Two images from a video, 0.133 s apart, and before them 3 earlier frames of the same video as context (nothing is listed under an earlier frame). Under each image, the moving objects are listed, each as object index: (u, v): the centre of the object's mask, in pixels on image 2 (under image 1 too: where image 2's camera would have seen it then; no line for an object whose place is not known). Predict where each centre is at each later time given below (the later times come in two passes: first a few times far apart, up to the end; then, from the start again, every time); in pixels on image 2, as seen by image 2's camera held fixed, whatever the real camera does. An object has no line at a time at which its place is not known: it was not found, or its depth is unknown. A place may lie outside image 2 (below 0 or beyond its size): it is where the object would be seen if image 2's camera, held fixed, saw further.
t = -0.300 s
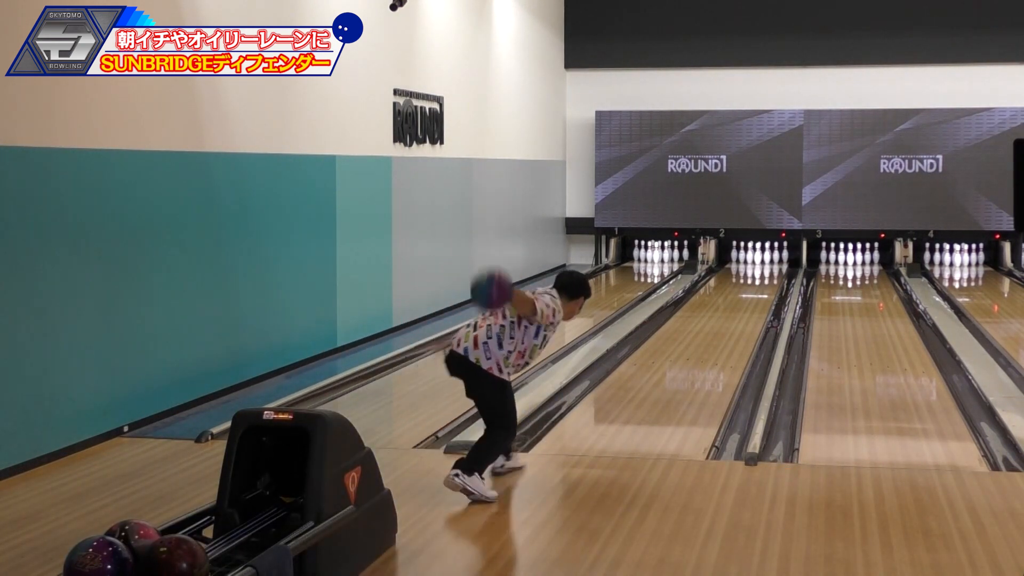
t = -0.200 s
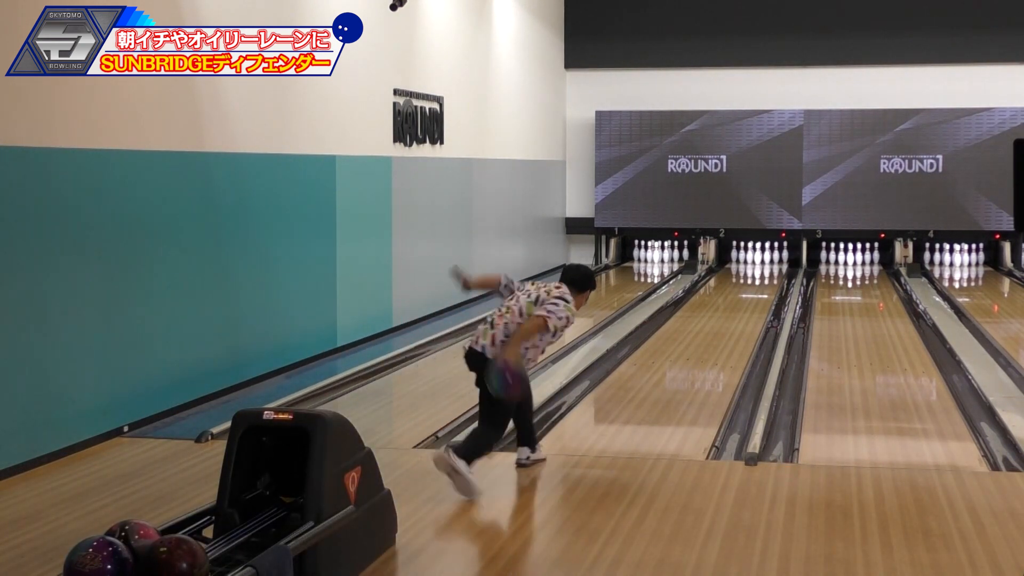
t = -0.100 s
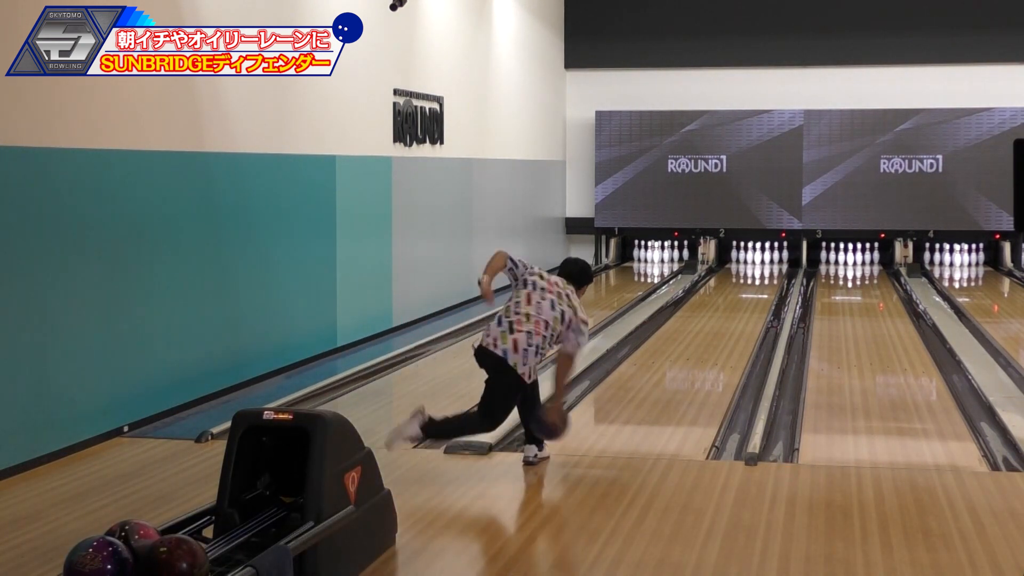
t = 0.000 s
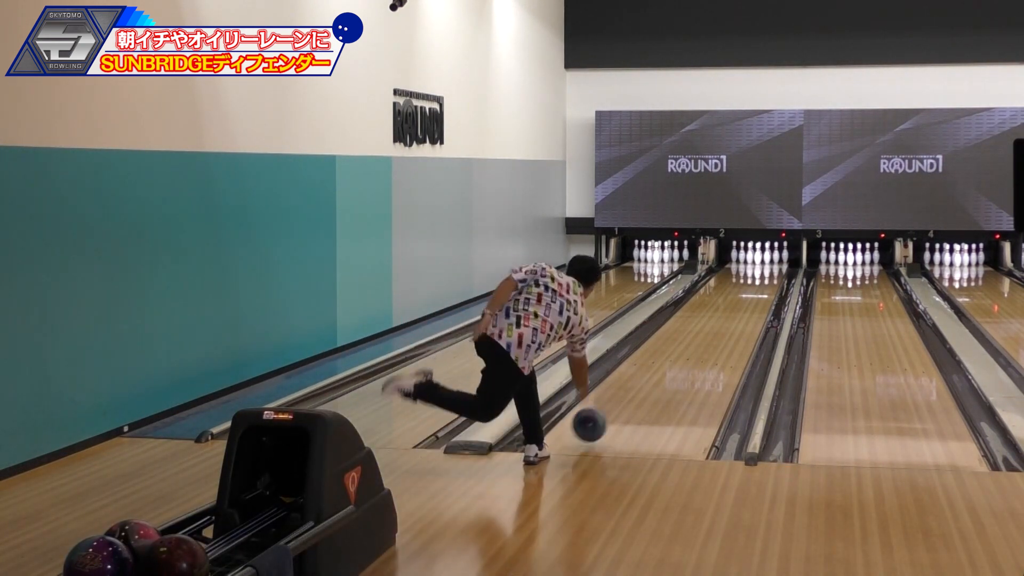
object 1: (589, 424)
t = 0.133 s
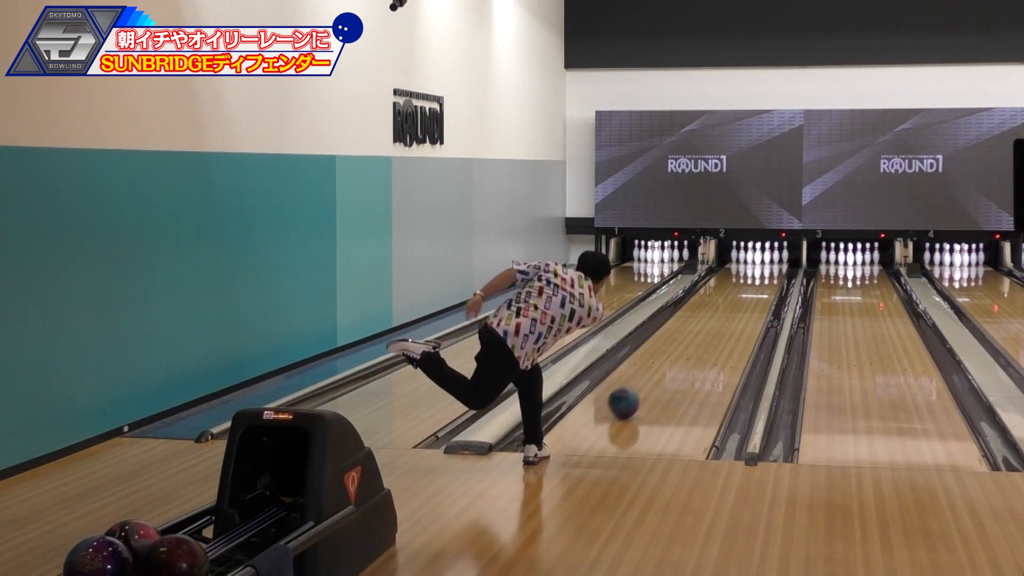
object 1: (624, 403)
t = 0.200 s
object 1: (638, 391)
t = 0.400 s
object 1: (674, 364)
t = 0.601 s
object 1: (701, 343)
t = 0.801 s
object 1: (723, 326)
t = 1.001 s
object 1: (741, 312)
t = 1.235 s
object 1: (756, 298)
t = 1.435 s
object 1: (765, 288)
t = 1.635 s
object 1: (771, 280)
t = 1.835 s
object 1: (773, 273)
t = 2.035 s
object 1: (770, 267)
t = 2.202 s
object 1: (766, 262)
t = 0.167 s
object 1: (631, 397)
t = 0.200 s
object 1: (638, 391)
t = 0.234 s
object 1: (645, 387)
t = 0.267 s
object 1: (651, 381)
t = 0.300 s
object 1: (657, 377)
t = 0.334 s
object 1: (663, 372)
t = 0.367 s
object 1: (669, 368)
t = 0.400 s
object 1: (674, 364)
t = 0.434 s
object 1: (679, 360)
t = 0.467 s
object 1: (684, 356)
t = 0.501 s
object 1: (689, 352)
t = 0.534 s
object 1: (693, 349)
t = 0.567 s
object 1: (698, 346)
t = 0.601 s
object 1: (701, 343)
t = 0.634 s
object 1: (706, 340)
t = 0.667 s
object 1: (709, 336)
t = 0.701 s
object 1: (713, 334)
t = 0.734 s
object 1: (717, 331)
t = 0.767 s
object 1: (720, 328)
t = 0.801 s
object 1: (723, 326)
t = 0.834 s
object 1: (727, 323)
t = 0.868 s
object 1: (730, 321)
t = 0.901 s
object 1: (733, 318)
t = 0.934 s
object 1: (735, 316)
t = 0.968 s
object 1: (738, 314)
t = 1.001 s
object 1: (741, 312)
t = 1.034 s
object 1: (743, 310)
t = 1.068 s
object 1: (746, 307)
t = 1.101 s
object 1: (748, 305)
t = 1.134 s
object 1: (750, 303)
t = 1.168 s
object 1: (752, 302)
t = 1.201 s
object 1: (754, 300)
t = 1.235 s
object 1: (756, 298)
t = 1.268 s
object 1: (758, 296)
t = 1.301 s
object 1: (760, 295)
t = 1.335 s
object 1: (761, 293)
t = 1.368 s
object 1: (762, 292)
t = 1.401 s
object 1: (764, 289)
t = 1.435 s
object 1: (765, 288)
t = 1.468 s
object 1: (766, 287)
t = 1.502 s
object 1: (767, 285)
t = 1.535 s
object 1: (768, 283)
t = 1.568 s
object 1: (769, 282)
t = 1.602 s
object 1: (770, 281)
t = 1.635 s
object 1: (771, 280)
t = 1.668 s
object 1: (772, 278)
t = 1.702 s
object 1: (772, 277)
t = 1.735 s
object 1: (773, 276)
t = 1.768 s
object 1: (773, 275)
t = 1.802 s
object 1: (773, 274)
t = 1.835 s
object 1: (773, 273)
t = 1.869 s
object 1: (773, 272)
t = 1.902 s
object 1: (772, 271)
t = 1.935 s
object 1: (772, 270)
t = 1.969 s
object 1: (772, 269)
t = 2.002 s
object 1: (771, 268)
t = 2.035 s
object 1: (770, 267)
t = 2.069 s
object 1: (769, 267)
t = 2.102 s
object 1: (768, 265)
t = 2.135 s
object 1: (767, 265)
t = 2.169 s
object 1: (767, 264)
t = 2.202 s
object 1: (766, 262)
